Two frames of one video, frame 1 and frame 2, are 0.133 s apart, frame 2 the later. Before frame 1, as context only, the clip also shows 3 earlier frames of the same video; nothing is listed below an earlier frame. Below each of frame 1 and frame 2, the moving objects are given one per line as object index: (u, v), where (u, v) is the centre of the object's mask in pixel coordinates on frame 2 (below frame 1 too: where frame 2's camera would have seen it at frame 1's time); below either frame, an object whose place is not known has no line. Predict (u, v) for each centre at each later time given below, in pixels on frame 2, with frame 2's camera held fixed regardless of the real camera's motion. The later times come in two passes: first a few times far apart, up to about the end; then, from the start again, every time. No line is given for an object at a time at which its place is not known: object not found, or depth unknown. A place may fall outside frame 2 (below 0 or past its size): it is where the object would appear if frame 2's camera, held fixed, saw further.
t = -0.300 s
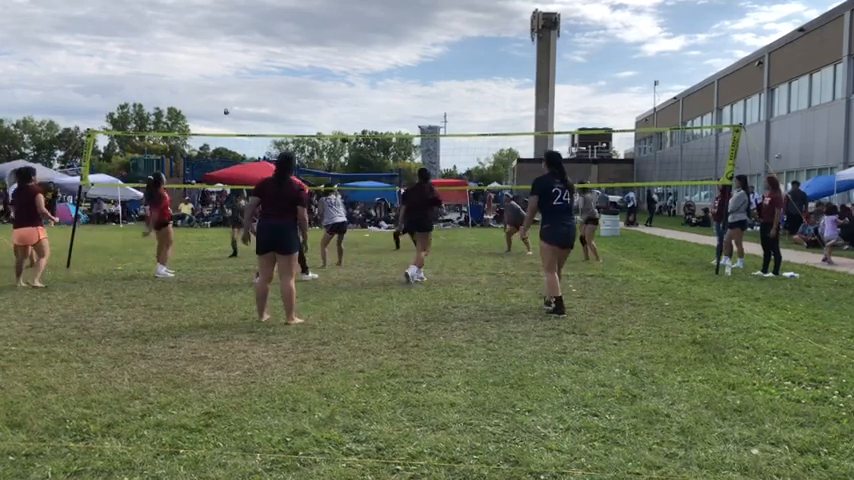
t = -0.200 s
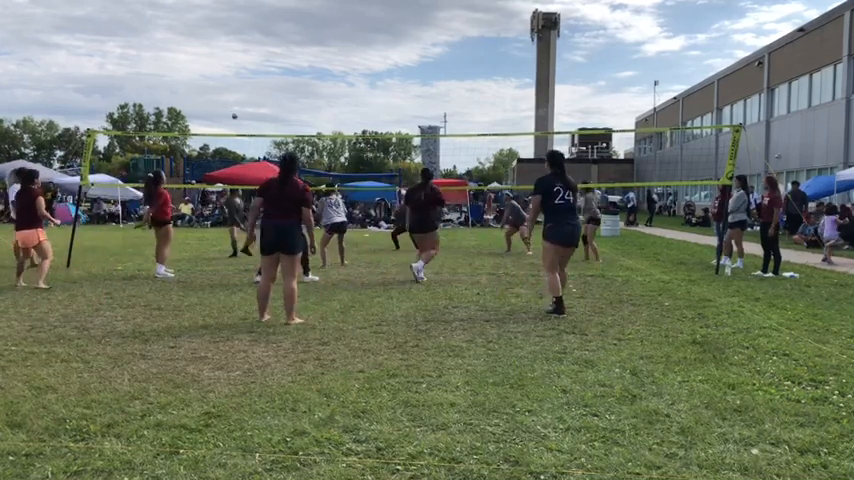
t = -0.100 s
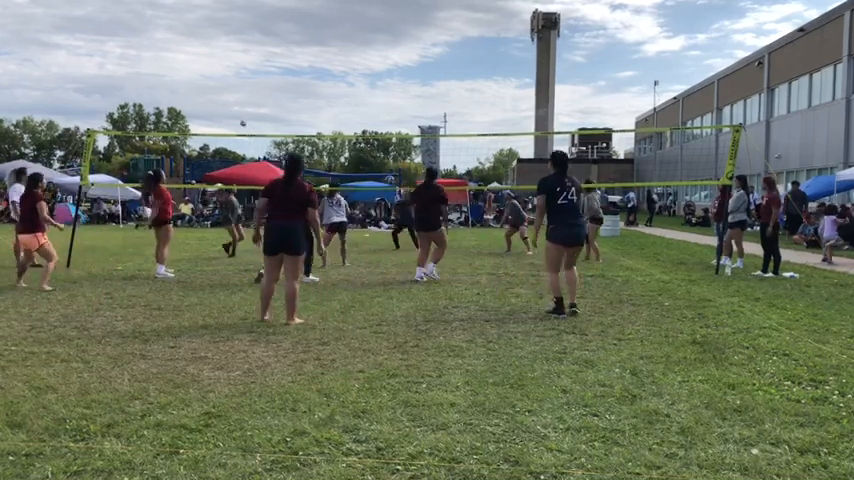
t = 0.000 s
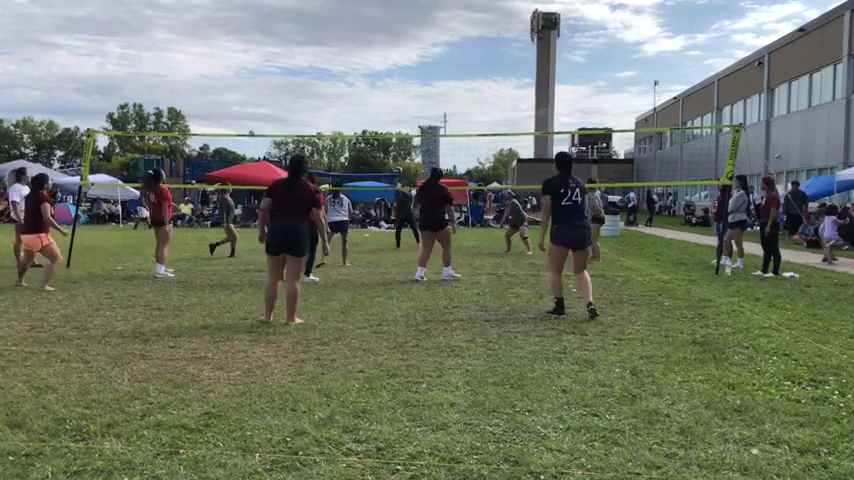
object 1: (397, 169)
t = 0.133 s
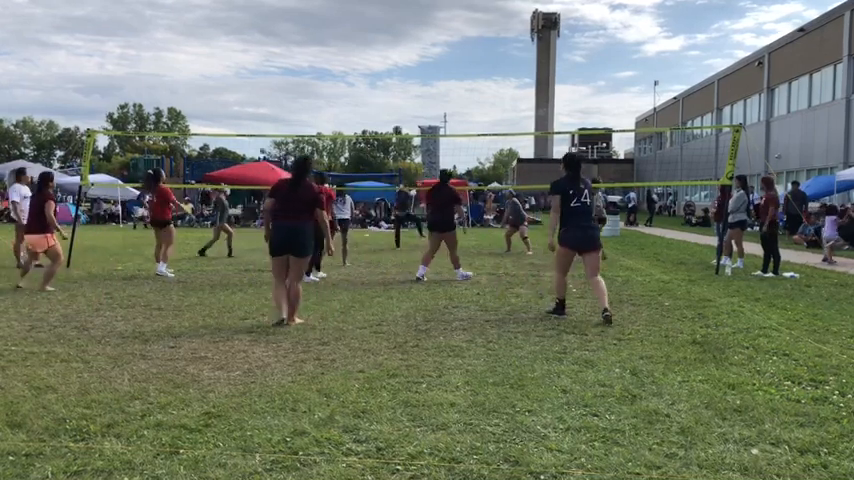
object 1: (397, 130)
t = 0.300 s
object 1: (396, 88)
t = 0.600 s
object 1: (395, 42)
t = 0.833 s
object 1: (396, 35)
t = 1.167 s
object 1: (396, 75)
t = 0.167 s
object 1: (396, 121)
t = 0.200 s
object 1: (396, 112)
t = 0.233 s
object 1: (396, 103)
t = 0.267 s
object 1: (396, 95)
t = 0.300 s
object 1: (396, 88)
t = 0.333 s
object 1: (396, 81)
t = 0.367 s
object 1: (396, 74)
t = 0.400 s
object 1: (396, 68)
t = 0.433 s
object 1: (396, 63)
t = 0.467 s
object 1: (395, 57)
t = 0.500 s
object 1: (395, 53)
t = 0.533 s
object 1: (395, 49)
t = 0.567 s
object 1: (395, 45)
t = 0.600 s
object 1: (395, 42)
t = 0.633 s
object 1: (396, 39)
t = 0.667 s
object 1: (395, 38)
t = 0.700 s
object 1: (395, 36)
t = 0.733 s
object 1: (395, 35)
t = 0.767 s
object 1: (395, 35)
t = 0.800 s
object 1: (396, 35)
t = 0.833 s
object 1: (396, 35)
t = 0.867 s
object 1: (395, 37)
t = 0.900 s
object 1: (396, 38)
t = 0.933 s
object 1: (396, 41)
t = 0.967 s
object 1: (396, 44)
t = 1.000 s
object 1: (396, 47)
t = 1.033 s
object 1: (396, 51)
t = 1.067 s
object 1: (396, 56)
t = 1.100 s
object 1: (396, 62)
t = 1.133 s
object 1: (396, 68)
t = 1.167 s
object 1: (396, 75)
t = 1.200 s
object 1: (397, 82)
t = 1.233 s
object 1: (397, 90)
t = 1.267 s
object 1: (397, 98)
